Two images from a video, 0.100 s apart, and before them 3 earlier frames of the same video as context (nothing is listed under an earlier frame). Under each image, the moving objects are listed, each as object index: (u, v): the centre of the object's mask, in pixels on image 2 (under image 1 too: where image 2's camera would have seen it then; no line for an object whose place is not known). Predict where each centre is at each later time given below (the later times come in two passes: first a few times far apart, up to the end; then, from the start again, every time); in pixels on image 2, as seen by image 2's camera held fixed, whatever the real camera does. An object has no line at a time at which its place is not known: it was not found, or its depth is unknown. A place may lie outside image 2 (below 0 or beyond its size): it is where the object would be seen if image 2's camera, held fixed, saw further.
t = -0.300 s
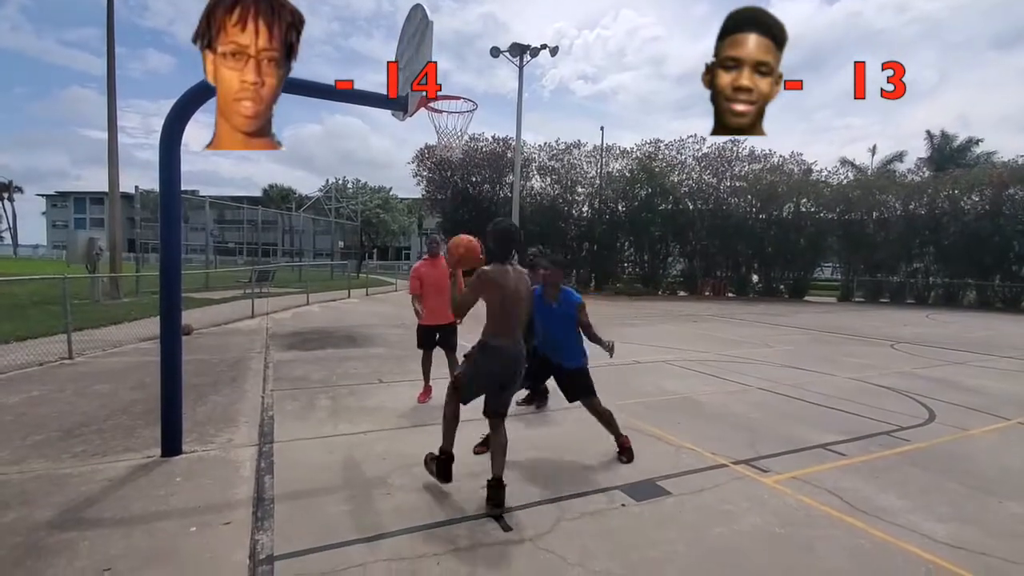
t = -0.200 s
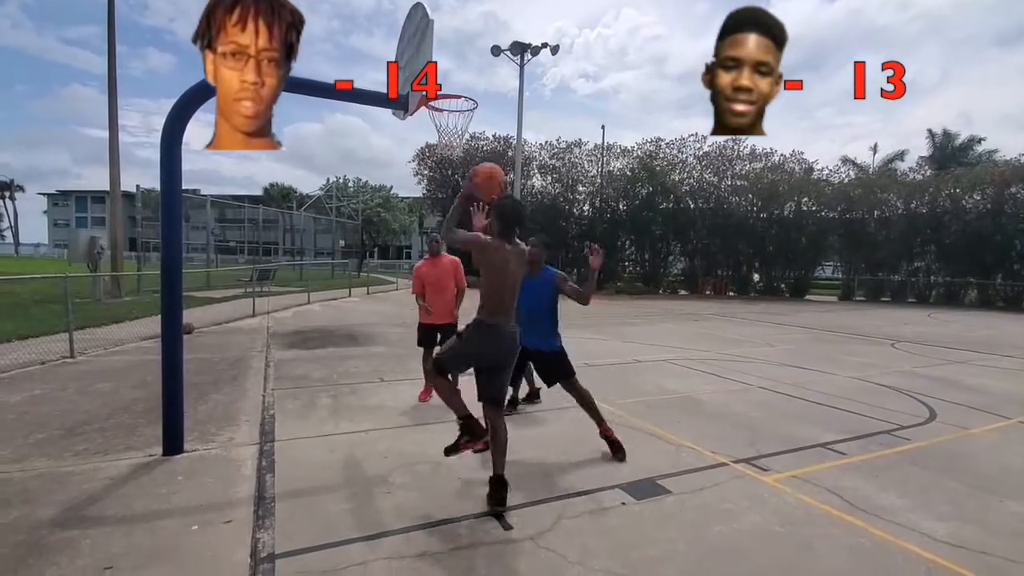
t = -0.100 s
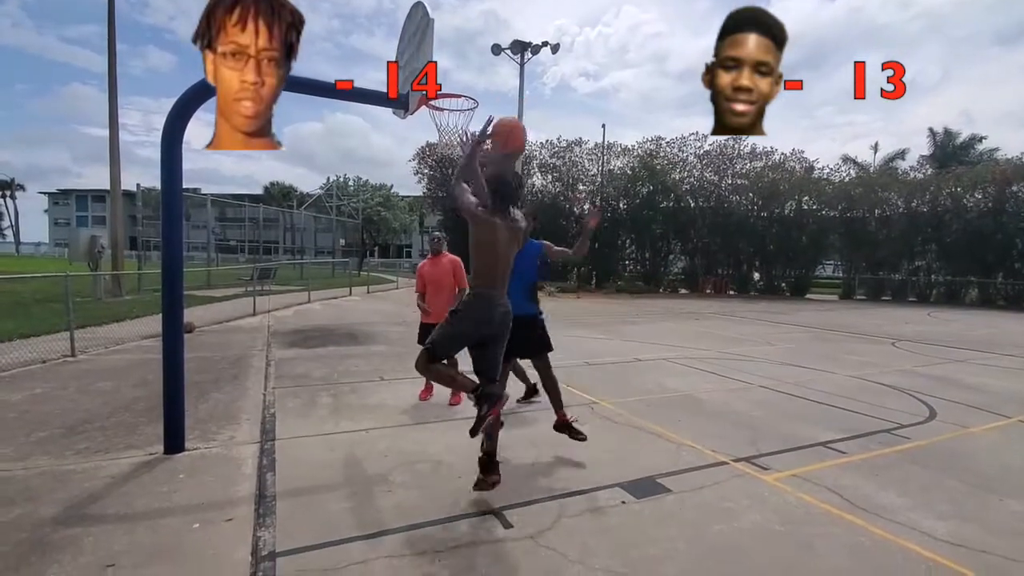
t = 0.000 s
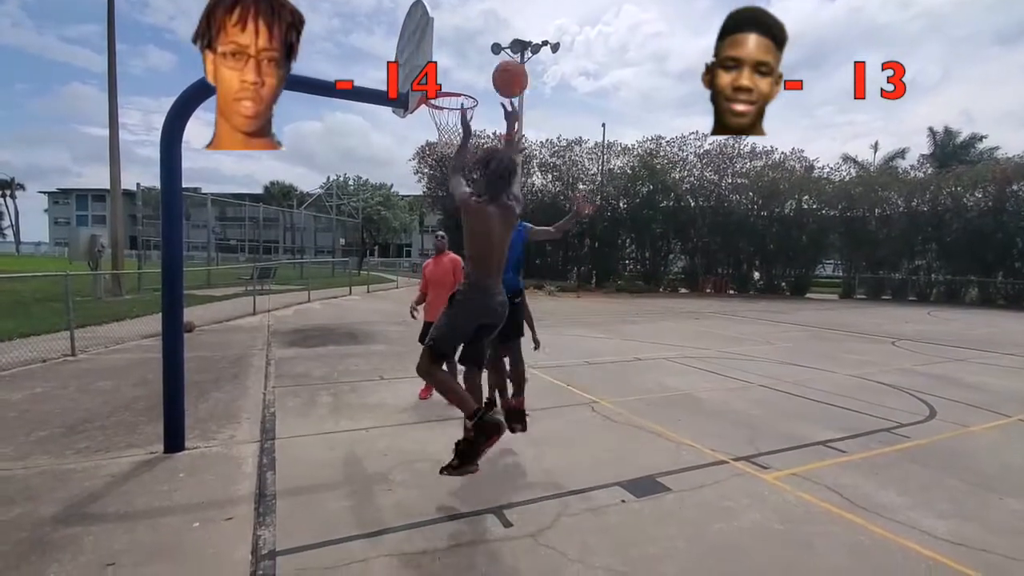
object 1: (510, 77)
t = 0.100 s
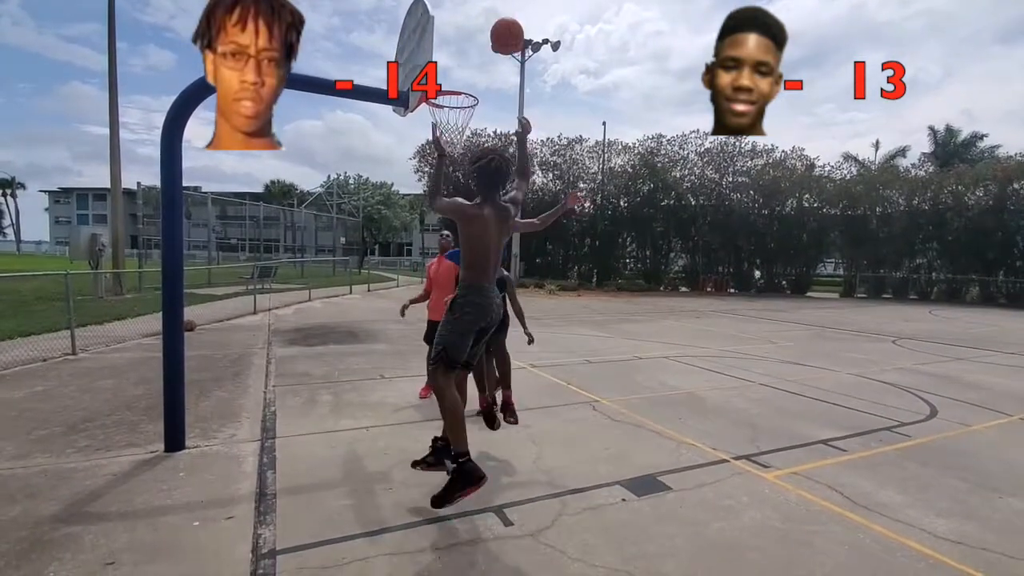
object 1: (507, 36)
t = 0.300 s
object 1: (500, 12)
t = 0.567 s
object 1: (491, 49)
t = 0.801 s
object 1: (494, 116)
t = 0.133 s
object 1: (505, 26)
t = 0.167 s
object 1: (505, 20)
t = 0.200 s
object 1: (504, 16)
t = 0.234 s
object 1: (503, 13)
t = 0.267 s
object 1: (501, 13)
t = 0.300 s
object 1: (500, 12)
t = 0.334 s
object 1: (499, 13)
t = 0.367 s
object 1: (498, 14)
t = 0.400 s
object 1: (497, 16)
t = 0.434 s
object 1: (496, 19)
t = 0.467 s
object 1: (495, 25)
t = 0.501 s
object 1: (494, 32)
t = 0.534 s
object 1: (493, 40)
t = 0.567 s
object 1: (491, 49)
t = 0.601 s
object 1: (489, 59)
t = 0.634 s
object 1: (488, 69)
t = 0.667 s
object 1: (487, 80)
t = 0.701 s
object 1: (486, 92)
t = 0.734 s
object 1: (487, 102)
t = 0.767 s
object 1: (490, 108)
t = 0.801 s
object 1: (494, 116)
